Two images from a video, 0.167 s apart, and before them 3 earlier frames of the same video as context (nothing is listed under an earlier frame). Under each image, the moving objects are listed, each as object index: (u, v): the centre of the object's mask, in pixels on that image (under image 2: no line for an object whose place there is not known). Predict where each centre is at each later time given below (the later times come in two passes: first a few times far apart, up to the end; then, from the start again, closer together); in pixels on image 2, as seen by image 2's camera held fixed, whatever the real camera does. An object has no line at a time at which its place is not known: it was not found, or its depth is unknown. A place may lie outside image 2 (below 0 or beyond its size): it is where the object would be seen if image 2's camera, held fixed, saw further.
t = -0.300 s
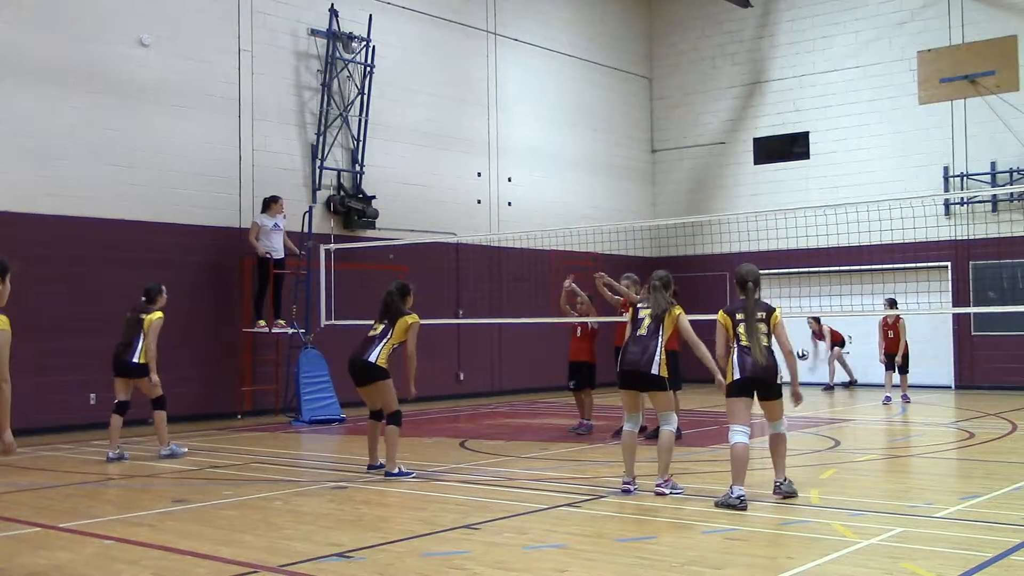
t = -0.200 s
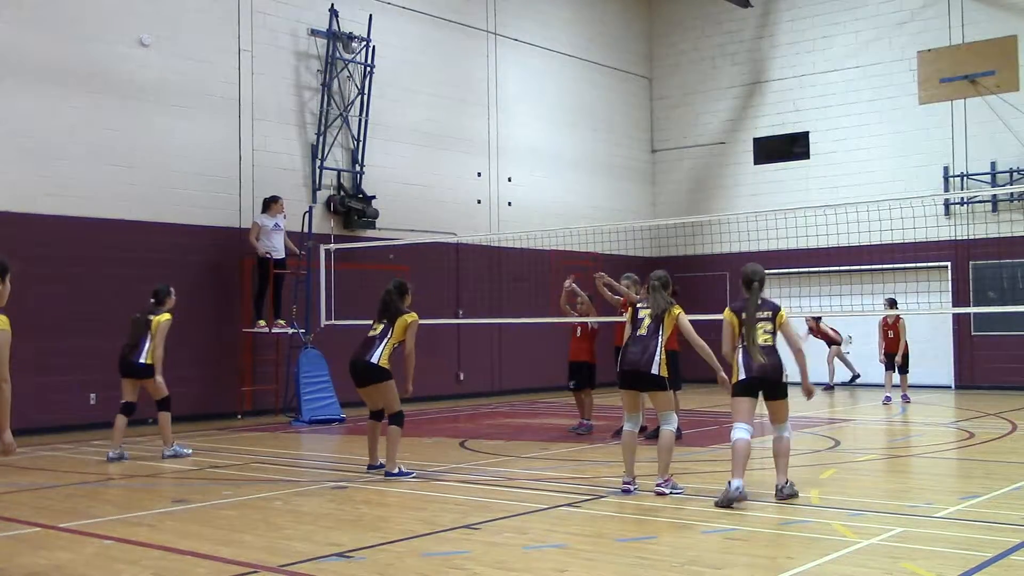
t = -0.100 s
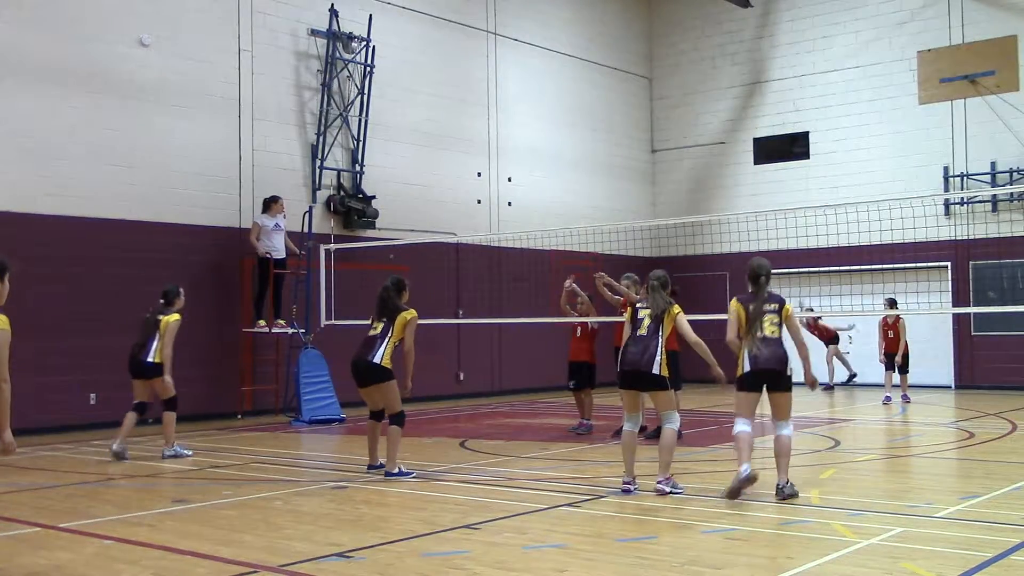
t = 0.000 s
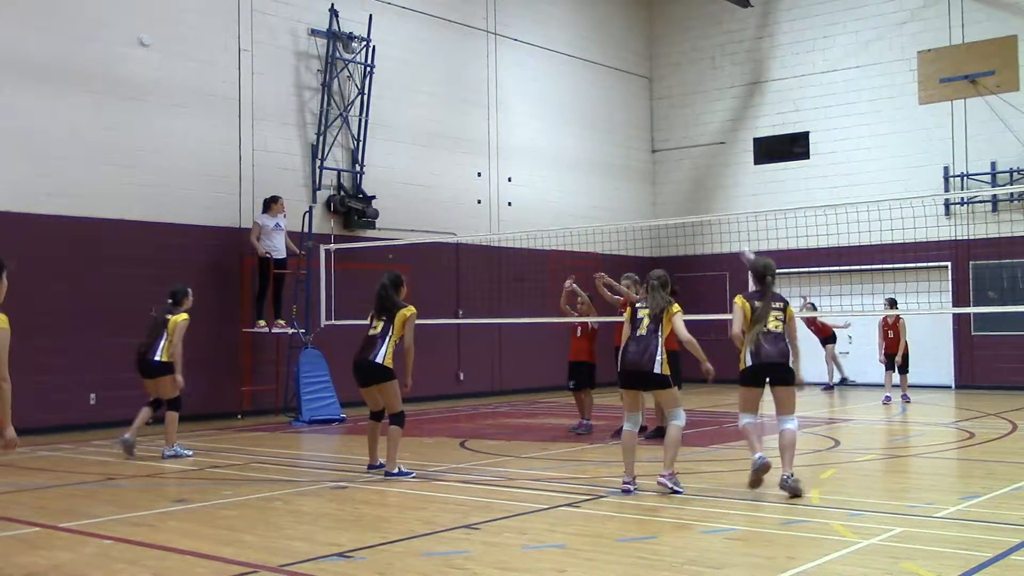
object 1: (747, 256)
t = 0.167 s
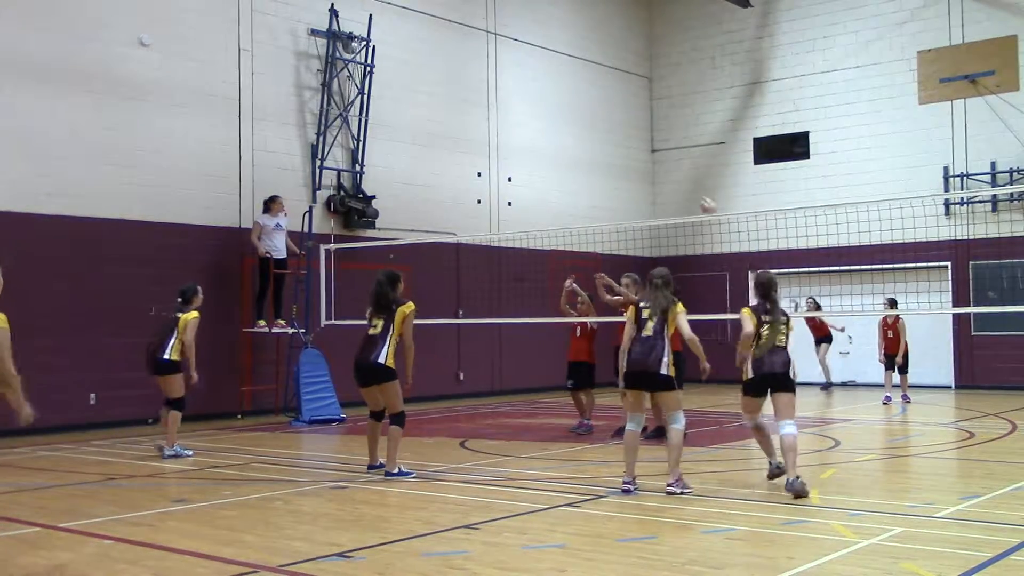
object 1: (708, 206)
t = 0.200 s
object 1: (699, 196)
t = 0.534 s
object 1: (597, 162)
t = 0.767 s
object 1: (495, 200)
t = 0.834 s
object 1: (460, 222)
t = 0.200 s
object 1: (699, 196)
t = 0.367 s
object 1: (654, 168)
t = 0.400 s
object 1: (643, 164)
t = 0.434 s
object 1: (632, 162)
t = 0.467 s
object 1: (621, 161)
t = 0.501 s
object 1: (609, 161)
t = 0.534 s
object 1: (597, 162)
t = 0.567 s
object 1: (585, 164)
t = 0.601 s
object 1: (572, 166)
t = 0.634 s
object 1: (558, 171)
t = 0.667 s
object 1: (542, 176)
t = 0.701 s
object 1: (526, 183)
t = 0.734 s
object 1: (512, 190)
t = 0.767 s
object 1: (495, 200)
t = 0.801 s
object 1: (476, 211)
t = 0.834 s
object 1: (460, 222)
